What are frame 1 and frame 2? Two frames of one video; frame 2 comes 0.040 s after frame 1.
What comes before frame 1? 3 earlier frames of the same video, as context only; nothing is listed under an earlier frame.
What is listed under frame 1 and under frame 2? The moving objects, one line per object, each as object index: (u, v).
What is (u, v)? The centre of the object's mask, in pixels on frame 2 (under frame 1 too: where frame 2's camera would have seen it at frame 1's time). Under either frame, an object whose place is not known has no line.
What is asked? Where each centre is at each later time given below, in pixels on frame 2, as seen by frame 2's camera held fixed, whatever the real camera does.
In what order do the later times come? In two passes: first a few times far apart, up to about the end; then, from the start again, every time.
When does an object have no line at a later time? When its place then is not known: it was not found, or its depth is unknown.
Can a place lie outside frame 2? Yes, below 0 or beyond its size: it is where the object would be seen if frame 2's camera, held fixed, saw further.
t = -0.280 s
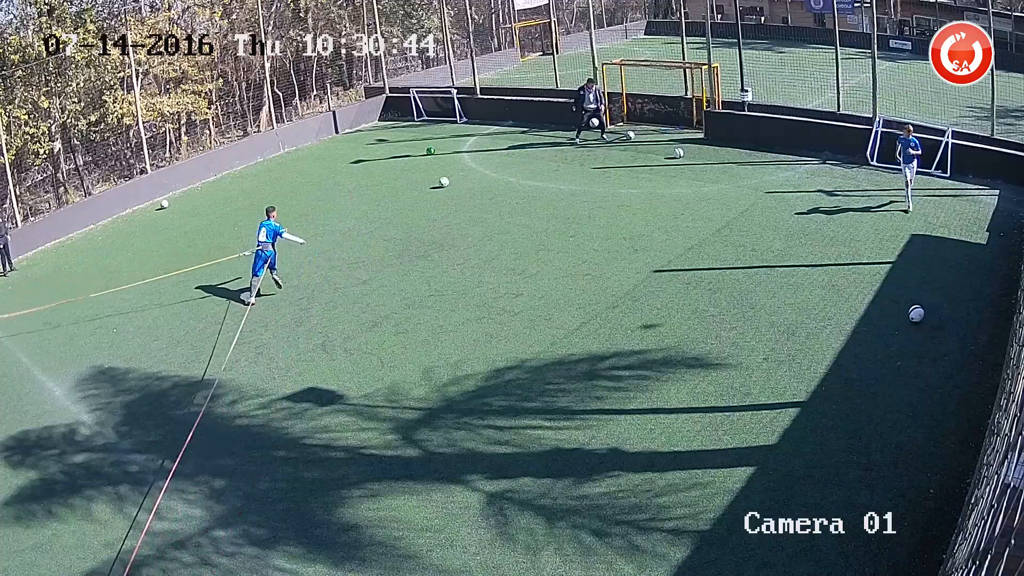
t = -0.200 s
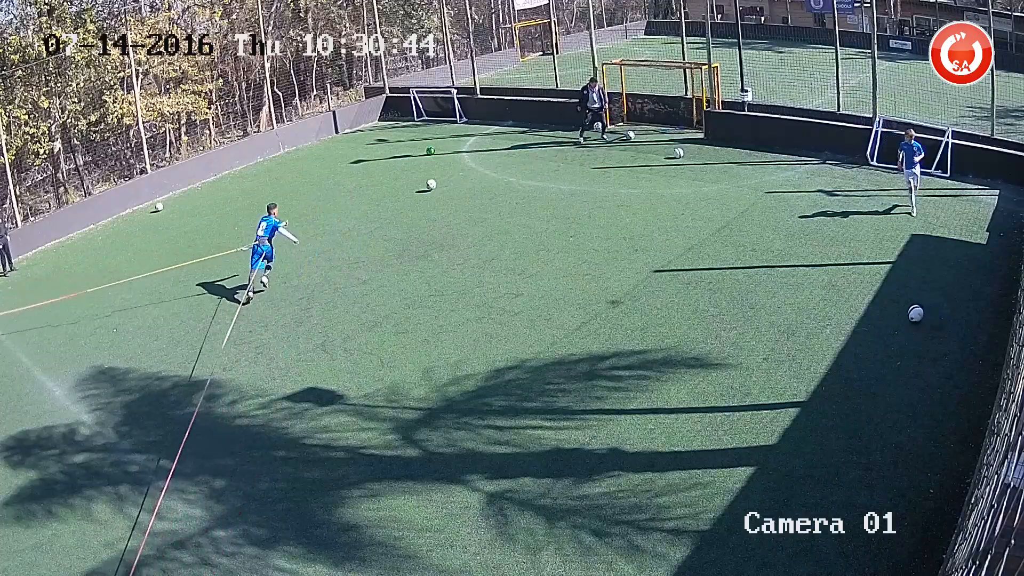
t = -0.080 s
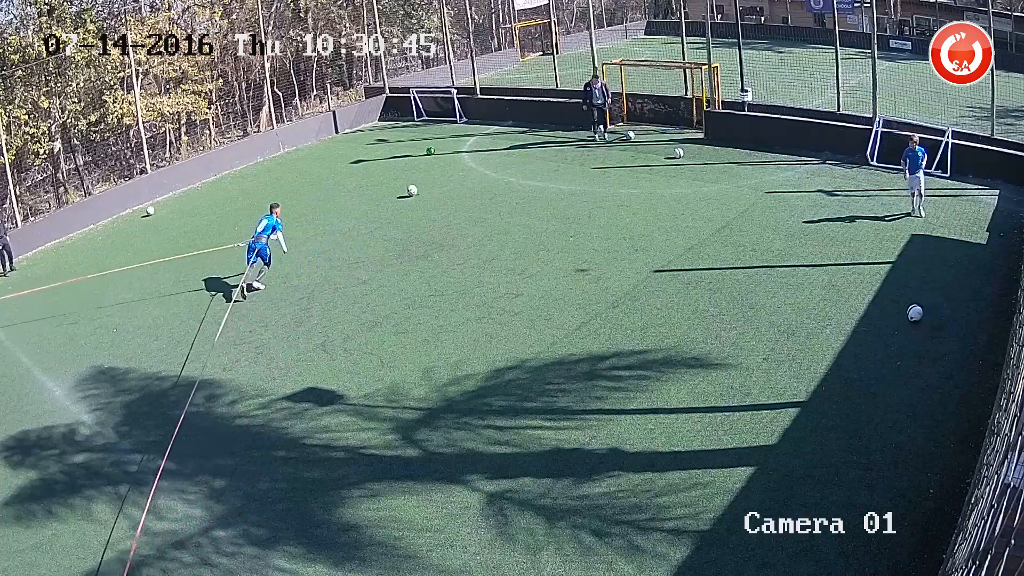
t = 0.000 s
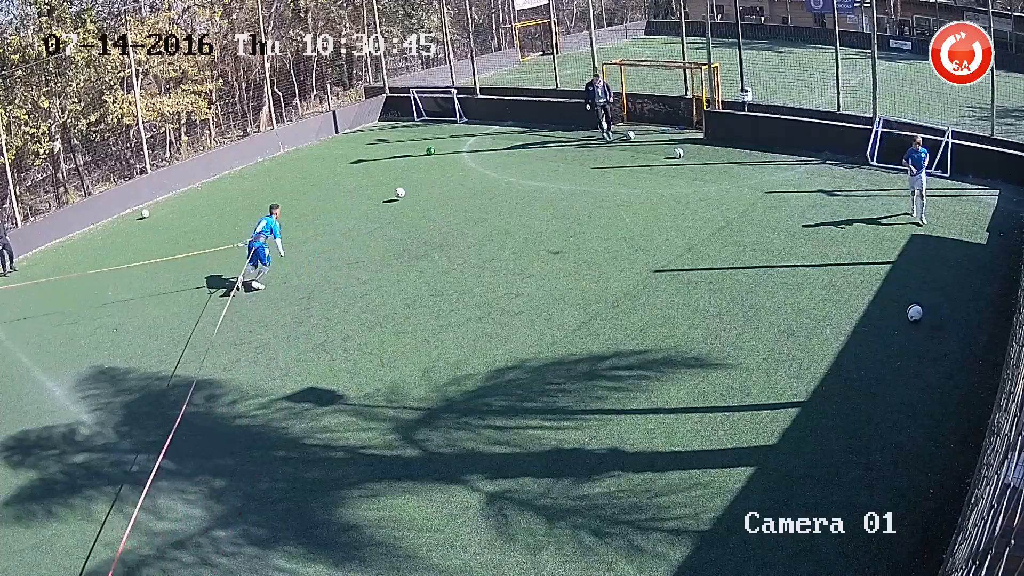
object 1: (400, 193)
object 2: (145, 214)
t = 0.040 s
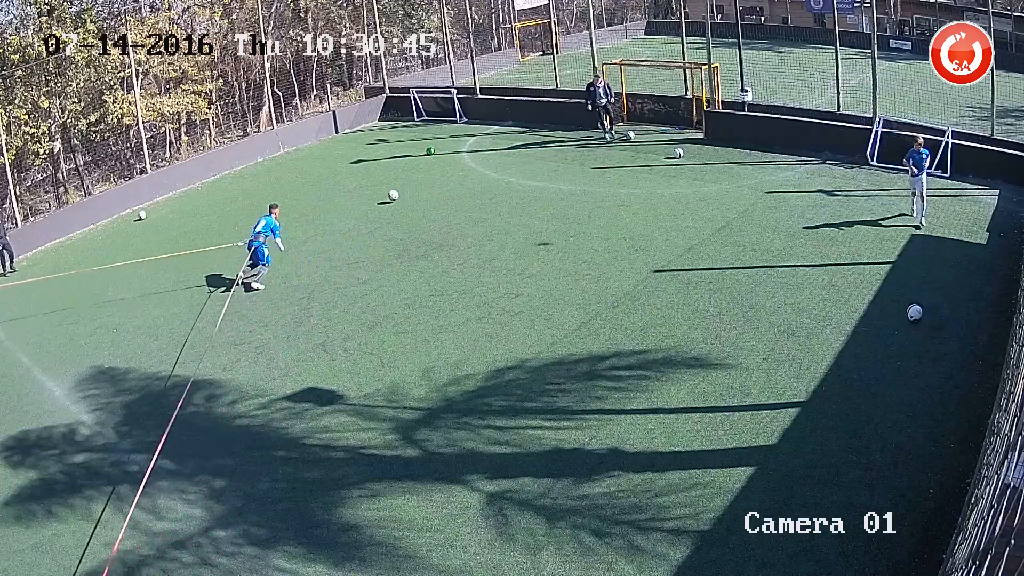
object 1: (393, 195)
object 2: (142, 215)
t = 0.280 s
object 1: (355, 209)
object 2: (125, 223)
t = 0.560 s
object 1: (312, 223)
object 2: (106, 232)
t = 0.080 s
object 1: (387, 199)
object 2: (139, 216)
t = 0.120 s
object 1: (381, 201)
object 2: (136, 218)
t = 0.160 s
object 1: (374, 202)
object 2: (134, 219)
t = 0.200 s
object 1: (368, 204)
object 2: (131, 221)
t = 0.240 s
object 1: (362, 206)
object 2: (128, 222)
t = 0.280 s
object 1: (355, 209)
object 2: (125, 223)
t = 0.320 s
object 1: (350, 210)
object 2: (123, 224)
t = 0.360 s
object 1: (343, 213)
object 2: (120, 226)
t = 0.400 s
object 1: (336, 215)
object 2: (117, 227)
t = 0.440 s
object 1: (331, 217)
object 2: (114, 228)
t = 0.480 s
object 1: (324, 218)
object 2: (112, 230)
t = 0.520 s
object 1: (319, 220)
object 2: (109, 231)
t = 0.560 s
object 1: (312, 223)
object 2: (106, 232)
